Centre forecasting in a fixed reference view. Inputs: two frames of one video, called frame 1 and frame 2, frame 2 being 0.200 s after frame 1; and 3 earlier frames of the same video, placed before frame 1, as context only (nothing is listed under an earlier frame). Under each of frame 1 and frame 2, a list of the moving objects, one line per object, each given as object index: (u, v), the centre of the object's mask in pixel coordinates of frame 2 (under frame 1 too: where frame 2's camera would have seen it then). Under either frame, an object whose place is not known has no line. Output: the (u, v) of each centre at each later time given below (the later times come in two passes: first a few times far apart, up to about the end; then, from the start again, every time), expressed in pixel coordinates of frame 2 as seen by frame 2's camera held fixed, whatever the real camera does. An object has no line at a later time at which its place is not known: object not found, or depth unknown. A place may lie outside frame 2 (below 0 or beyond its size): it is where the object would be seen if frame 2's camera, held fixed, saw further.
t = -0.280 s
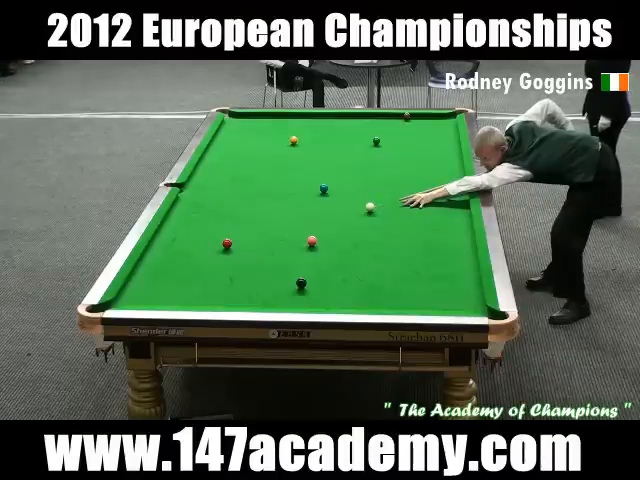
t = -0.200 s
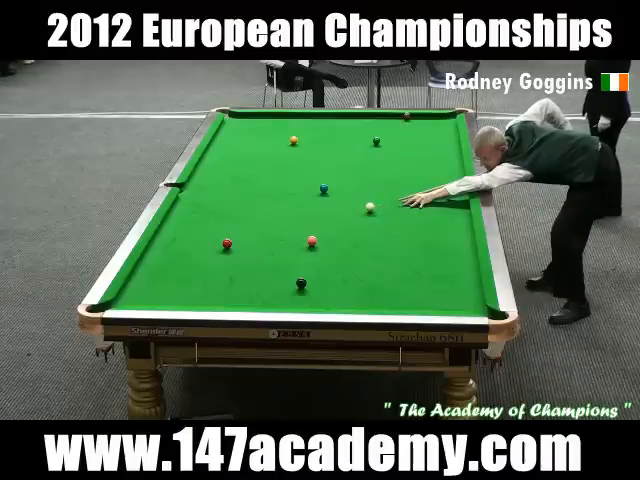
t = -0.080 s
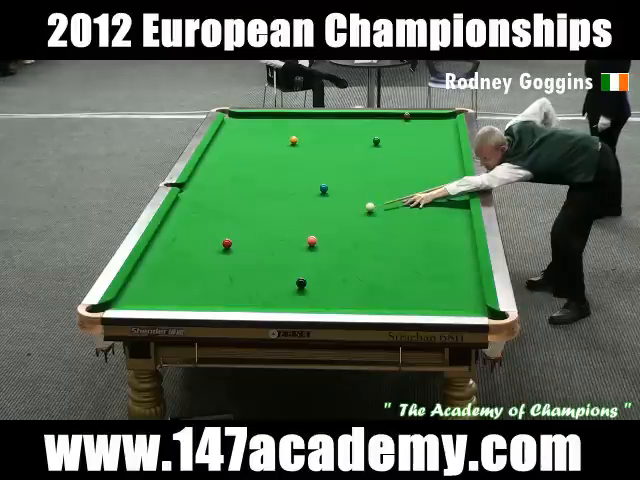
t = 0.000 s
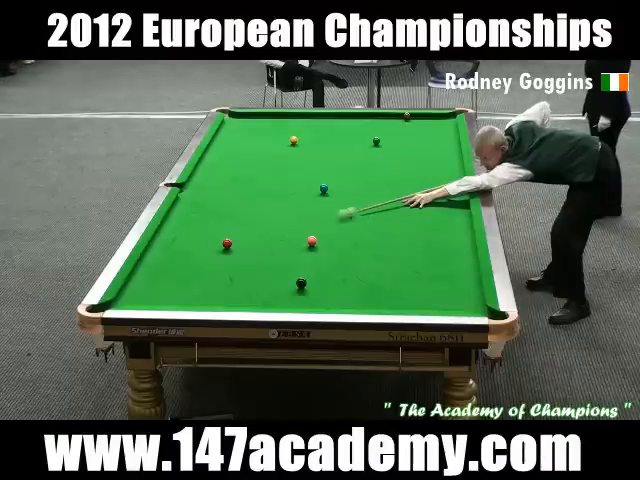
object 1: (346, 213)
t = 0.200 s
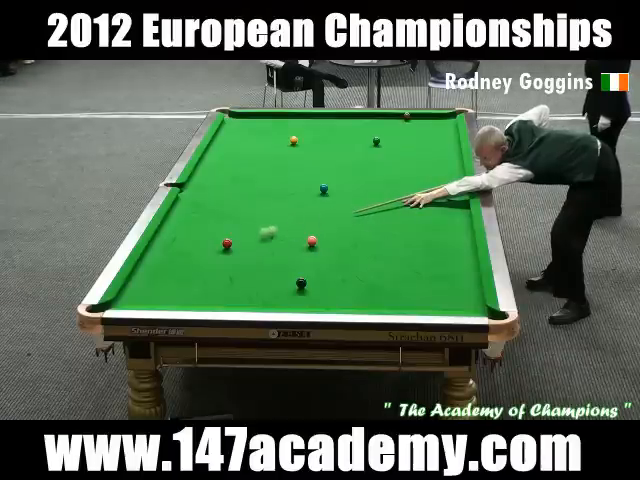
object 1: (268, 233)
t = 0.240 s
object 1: (253, 236)
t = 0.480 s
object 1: (208, 238)
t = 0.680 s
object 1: (182, 235)
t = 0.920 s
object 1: (163, 232)
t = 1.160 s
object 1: (185, 229)
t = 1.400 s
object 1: (205, 226)
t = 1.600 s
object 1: (220, 223)
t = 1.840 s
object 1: (238, 220)
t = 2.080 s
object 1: (254, 217)
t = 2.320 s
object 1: (270, 215)
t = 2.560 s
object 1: (285, 213)
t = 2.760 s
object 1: (296, 211)
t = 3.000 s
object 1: (309, 209)
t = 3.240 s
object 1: (321, 208)
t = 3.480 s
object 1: (332, 205)
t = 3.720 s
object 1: (343, 204)
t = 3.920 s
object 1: (351, 203)
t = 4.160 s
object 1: (360, 202)
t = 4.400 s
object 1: (368, 200)
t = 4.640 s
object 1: (376, 200)
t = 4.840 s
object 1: (381, 199)
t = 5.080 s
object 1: (387, 198)
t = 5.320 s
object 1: (392, 197)
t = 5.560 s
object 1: (397, 197)
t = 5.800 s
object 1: (401, 197)
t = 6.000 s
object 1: (403, 197)
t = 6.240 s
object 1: (406, 196)
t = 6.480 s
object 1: (407, 196)
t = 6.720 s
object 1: (408, 196)
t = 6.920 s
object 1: (408, 196)
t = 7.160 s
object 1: (408, 196)
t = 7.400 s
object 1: (408, 196)
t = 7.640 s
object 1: (408, 196)
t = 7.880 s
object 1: (408, 196)
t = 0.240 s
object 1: (253, 236)
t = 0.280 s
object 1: (239, 239)
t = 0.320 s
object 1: (230, 239)
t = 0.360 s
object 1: (223, 239)
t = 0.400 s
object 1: (218, 239)
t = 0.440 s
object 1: (213, 238)
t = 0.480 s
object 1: (208, 238)
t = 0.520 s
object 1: (203, 237)
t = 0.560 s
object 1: (198, 237)
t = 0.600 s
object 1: (193, 236)
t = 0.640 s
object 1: (187, 236)
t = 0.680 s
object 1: (182, 235)
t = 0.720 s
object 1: (178, 235)
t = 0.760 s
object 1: (173, 234)
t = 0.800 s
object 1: (168, 234)
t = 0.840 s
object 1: (163, 233)
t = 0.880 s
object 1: (160, 233)
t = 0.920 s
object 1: (163, 232)
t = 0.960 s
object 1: (168, 231)
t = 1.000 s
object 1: (171, 231)
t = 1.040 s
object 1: (175, 230)
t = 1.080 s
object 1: (178, 230)
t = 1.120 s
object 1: (182, 229)
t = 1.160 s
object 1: (185, 229)
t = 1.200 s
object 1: (189, 228)
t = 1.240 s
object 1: (192, 228)
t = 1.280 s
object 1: (195, 227)
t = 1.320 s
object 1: (199, 226)
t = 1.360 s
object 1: (202, 226)
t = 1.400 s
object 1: (205, 226)
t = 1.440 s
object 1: (208, 225)
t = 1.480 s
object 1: (211, 225)
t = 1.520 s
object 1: (214, 224)
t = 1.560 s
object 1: (217, 223)
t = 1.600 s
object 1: (220, 223)
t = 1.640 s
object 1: (223, 223)
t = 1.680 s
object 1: (227, 222)
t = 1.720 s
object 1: (230, 221)
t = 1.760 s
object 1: (232, 221)
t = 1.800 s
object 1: (235, 220)
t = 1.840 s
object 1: (238, 220)
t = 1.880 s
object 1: (241, 220)
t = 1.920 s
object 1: (244, 219)
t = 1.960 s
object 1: (246, 219)
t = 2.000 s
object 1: (249, 218)
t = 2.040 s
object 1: (252, 218)
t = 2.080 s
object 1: (254, 217)
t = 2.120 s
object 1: (257, 217)
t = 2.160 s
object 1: (260, 217)
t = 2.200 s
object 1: (262, 216)
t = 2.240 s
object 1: (265, 216)
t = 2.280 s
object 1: (267, 215)
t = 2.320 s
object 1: (270, 215)
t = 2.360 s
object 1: (272, 215)
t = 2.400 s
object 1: (275, 214)
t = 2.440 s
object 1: (277, 214)
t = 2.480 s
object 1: (280, 214)
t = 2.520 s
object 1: (282, 213)
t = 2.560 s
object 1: (285, 213)
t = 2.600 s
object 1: (287, 213)
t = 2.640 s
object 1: (289, 212)
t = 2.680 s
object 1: (292, 212)
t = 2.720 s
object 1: (294, 211)
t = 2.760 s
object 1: (296, 211)
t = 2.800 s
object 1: (298, 211)
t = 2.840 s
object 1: (300, 211)
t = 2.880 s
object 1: (303, 210)
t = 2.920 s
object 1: (305, 210)
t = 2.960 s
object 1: (307, 210)
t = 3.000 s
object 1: (309, 209)
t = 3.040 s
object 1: (311, 209)
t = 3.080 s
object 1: (313, 209)
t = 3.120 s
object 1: (315, 209)
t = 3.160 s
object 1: (317, 208)
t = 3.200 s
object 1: (319, 208)
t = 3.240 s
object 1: (321, 208)
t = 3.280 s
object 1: (323, 207)
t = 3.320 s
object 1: (325, 207)
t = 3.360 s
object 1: (327, 206)
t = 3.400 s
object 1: (329, 206)
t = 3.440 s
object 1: (331, 206)
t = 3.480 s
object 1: (332, 205)
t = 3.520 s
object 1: (334, 205)
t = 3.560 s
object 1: (336, 205)
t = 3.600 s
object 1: (338, 205)
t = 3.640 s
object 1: (339, 205)
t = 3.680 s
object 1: (341, 204)
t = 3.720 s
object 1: (343, 204)
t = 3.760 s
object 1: (344, 204)
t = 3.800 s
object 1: (346, 204)
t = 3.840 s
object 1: (348, 204)
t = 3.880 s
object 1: (349, 203)
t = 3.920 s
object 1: (351, 203)
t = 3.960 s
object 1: (353, 203)
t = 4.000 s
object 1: (354, 203)
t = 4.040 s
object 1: (356, 202)
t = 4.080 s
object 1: (357, 202)
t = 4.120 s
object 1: (359, 202)
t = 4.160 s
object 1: (360, 202)
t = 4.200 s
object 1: (361, 202)
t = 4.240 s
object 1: (363, 201)
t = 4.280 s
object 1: (364, 201)
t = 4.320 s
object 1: (365, 201)
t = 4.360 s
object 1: (367, 201)
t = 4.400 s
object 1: (368, 200)
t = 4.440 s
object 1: (369, 200)
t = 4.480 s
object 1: (371, 200)
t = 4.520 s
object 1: (372, 200)
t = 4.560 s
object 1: (373, 200)
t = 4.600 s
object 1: (374, 200)
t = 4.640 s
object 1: (376, 200)
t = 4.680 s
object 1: (377, 199)
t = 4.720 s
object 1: (377, 199)
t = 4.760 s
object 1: (379, 199)
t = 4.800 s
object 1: (380, 199)
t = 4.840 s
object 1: (381, 199)
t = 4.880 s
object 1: (382, 199)
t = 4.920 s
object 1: (383, 199)
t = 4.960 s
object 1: (384, 199)
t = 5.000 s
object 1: (385, 199)
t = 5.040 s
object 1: (386, 198)
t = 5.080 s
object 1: (387, 198)
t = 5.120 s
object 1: (388, 198)
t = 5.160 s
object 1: (389, 198)
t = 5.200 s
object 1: (390, 198)
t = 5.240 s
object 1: (391, 197)
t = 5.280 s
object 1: (392, 198)
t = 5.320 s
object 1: (392, 197)
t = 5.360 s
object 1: (394, 197)
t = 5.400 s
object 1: (394, 197)
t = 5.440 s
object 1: (395, 197)
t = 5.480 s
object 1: (396, 197)
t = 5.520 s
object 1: (396, 197)
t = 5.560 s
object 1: (397, 197)
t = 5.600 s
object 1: (398, 197)
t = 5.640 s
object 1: (398, 197)
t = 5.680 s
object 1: (399, 197)
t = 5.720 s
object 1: (399, 197)
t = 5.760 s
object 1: (400, 197)
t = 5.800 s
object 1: (401, 197)
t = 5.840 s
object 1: (401, 197)
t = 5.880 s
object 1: (402, 197)
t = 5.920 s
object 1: (403, 197)
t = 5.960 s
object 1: (403, 197)
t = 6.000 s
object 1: (403, 197)
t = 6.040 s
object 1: (404, 197)
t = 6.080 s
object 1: (404, 196)
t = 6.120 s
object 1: (405, 196)
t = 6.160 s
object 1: (405, 196)
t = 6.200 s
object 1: (405, 196)
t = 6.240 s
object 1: (406, 196)
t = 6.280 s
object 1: (406, 196)
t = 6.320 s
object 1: (406, 196)
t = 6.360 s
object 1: (407, 196)
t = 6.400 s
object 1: (407, 196)
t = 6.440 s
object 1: (407, 196)
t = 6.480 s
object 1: (407, 196)
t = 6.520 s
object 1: (407, 196)
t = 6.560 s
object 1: (407, 196)
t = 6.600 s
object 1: (407, 196)
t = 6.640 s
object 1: (408, 196)
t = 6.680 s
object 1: (408, 196)
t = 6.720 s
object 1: (408, 196)
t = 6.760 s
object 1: (408, 196)
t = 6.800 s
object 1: (408, 196)
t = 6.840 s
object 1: (408, 196)
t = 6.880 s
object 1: (408, 196)
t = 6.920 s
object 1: (408, 196)
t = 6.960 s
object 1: (408, 196)
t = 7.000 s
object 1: (408, 196)
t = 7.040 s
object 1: (408, 196)
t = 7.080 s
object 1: (408, 196)
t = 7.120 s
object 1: (408, 196)
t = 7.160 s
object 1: (408, 196)
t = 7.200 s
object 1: (408, 196)
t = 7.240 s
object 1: (408, 196)
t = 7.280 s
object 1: (408, 196)
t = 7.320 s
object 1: (408, 196)
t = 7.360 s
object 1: (408, 196)
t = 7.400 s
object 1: (408, 196)
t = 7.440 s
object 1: (408, 196)
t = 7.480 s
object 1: (408, 196)
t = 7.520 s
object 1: (408, 196)
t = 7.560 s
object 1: (408, 196)
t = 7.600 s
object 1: (408, 196)
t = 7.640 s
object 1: (408, 196)
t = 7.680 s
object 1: (408, 196)
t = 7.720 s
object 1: (408, 196)
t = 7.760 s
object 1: (408, 196)
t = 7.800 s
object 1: (408, 196)
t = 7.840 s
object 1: (408, 196)
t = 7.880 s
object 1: (408, 196)
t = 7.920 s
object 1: (408, 196)
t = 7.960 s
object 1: (408, 196)
